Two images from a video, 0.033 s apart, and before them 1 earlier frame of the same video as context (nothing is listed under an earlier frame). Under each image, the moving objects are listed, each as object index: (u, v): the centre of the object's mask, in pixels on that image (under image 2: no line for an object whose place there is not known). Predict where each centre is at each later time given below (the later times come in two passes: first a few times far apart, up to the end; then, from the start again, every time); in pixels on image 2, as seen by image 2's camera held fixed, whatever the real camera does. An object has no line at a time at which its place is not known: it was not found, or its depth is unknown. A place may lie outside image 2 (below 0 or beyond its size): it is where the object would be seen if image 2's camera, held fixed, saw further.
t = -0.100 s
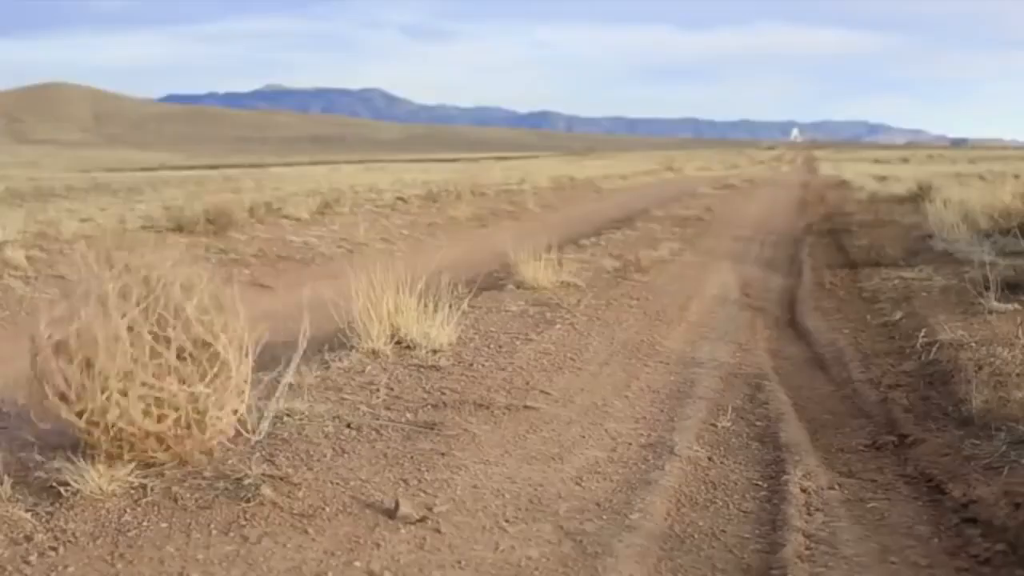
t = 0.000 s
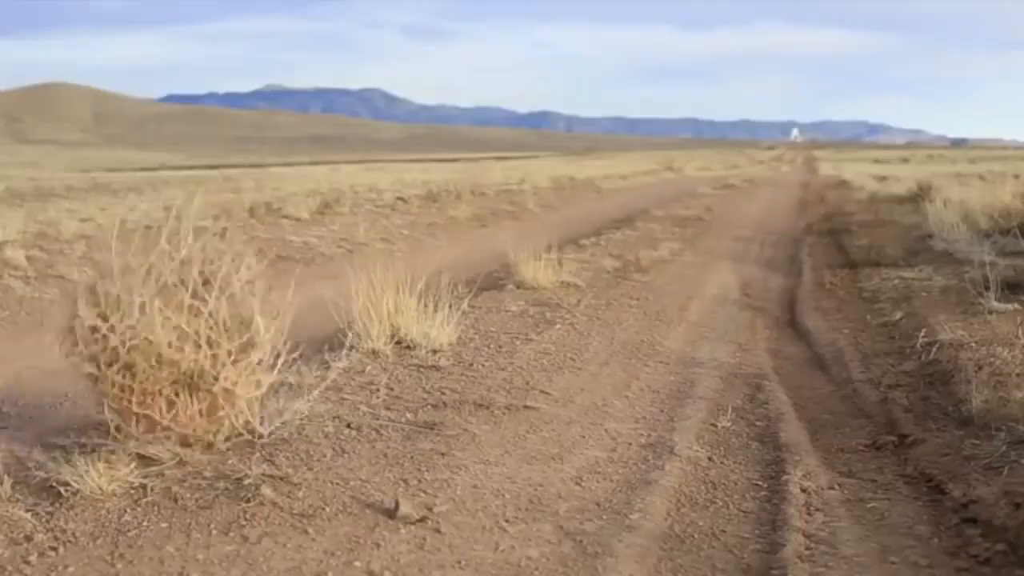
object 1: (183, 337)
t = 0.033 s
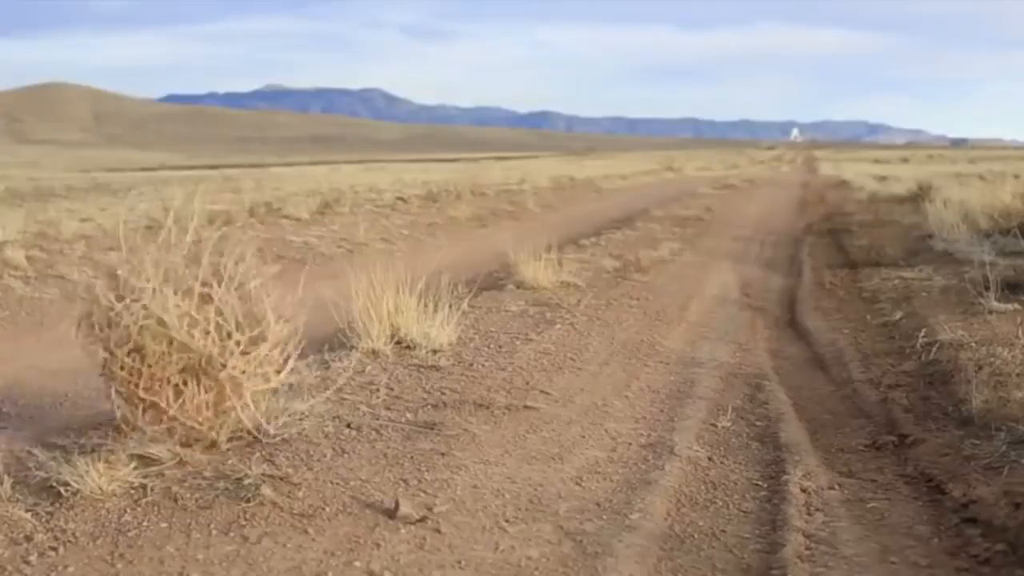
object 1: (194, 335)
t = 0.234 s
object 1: (234, 325)
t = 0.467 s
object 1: (271, 313)
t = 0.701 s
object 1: (292, 304)
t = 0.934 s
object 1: (306, 300)
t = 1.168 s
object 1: (296, 293)
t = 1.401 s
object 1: (274, 302)
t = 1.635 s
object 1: (256, 291)
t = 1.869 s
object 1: (233, 298)
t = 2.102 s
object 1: (240, 294)
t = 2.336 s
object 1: (257, 290)
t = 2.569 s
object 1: (291, 278)
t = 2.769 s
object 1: (306, 264)
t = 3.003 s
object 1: (316, 268)
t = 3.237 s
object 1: (333, 279)
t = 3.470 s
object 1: (327, 278)
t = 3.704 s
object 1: (300, 273)
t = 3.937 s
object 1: (266, 275)
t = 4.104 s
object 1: (266, 274)
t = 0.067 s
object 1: (201, 339)
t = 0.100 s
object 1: (210, 340)
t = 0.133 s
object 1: (215, 339)
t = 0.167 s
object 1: (221, 334)
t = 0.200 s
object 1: (228, 332)
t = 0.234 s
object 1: (234, 325)
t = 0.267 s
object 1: (241, 322)
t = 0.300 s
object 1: (246, 322)
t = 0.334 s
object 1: (251, 321)
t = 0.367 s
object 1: (255, 321)
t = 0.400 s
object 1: (262, 320)
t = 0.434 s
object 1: (264, 318)
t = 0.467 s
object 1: (271, 313)
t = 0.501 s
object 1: (273, 312)
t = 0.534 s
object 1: (276, 311)
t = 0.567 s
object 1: (281, 311)
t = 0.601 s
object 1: (287, 308)
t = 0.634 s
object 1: (289, 306)
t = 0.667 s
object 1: (291, 306)
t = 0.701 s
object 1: (292, 304)
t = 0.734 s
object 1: (295, 304)
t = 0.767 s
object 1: (299, 304)
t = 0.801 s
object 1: (302, 299)
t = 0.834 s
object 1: (304, 299)
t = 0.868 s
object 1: (304, 299)
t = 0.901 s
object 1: (305, 298)
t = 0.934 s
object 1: (306, 300)
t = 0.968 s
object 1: (306, 300)
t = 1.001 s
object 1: (306, 300)
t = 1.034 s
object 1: (305, 299)
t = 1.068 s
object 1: (300, 299)
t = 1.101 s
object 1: (299, 297)
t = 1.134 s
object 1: (298, 295)
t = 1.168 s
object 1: (296, 293)
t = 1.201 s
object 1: (295, 295)
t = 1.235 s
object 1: (296, 296)
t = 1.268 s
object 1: (293, 297)
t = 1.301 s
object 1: (291, 296)
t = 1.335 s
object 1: (288, 299)
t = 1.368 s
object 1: (282, 302)
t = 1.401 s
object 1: (274, 302)
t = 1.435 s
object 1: (270, 304)
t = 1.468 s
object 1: (269, 307)
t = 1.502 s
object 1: (266, 306)
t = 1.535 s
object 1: (263, 301)
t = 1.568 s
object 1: (262, 300)
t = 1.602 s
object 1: (259, 299)
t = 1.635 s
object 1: (256, 291)
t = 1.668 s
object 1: (251, 292)
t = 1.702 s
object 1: (243, 301)
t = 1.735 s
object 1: (240, 304)
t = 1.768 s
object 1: (238, 302)
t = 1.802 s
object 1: (236, 300)
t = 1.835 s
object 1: (233, 298)
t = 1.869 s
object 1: (233, 298)
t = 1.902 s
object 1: (233, 298)
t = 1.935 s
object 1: (234, 298)
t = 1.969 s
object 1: (233, 295)
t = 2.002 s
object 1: (235, 296)
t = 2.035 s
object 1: (237, 295)
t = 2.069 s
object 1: (239, 295)
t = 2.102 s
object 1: (240, 294)
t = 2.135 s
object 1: (242, 292)
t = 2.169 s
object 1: (241, 294)
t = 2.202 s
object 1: (246, 289)
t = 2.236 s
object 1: (246, 289)
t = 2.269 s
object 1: (249, 289)
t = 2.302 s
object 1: (254, 290)
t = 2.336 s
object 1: (257, 290)
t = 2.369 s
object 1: (263, 288)
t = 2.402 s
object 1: (269, 289)
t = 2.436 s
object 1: (275, 287)
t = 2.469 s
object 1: (281, 284)
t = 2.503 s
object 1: (284, 282)
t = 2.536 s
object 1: (288, 281)
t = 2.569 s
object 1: (291, 278)
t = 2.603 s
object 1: (295, 276)
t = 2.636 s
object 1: (296, 264)
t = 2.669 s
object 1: (301, 260)
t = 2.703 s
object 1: (304, 259)
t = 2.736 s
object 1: (306, 257)
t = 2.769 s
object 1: (306, 264)
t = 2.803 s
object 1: (308, 264)
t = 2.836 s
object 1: (308, 260)
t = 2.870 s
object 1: (312, 261)
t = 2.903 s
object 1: (309, 258)
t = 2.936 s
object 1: (311, 261)
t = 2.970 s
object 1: (314, 266)
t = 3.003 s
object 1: (316, 268)
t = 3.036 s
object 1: (319, 273)
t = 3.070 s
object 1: (323, 275)
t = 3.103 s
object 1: (325, 271)
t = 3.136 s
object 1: (330, 281)
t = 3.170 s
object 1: (329, 280)
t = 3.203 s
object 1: (337, 276)
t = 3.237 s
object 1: (333, 279)
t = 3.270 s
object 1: (337, 278)
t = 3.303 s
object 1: (334, 274)
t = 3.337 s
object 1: (333, 280)
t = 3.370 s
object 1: (334, 275)
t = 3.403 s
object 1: (336, 274)
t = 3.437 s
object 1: (334, 276)
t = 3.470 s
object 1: (327, 278)
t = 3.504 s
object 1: (325, 279)
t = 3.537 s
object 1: (334, 279)
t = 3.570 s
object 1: (317, 276)
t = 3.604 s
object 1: (313, 276)
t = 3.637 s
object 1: (307, 276)
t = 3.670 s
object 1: (302, 274)
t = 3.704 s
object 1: (300, 273)
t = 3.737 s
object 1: (299, 273)
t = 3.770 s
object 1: (288, 275)
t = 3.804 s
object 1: (282, 277)
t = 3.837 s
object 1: (280, 278)
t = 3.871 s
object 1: (278, 278)
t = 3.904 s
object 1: (276, 277)
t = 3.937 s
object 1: (266, 275)
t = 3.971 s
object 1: (267, 275)
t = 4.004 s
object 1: (266, 273)
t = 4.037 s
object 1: (266, 273)
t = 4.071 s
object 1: (266, 274)
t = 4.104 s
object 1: (266, 274)
